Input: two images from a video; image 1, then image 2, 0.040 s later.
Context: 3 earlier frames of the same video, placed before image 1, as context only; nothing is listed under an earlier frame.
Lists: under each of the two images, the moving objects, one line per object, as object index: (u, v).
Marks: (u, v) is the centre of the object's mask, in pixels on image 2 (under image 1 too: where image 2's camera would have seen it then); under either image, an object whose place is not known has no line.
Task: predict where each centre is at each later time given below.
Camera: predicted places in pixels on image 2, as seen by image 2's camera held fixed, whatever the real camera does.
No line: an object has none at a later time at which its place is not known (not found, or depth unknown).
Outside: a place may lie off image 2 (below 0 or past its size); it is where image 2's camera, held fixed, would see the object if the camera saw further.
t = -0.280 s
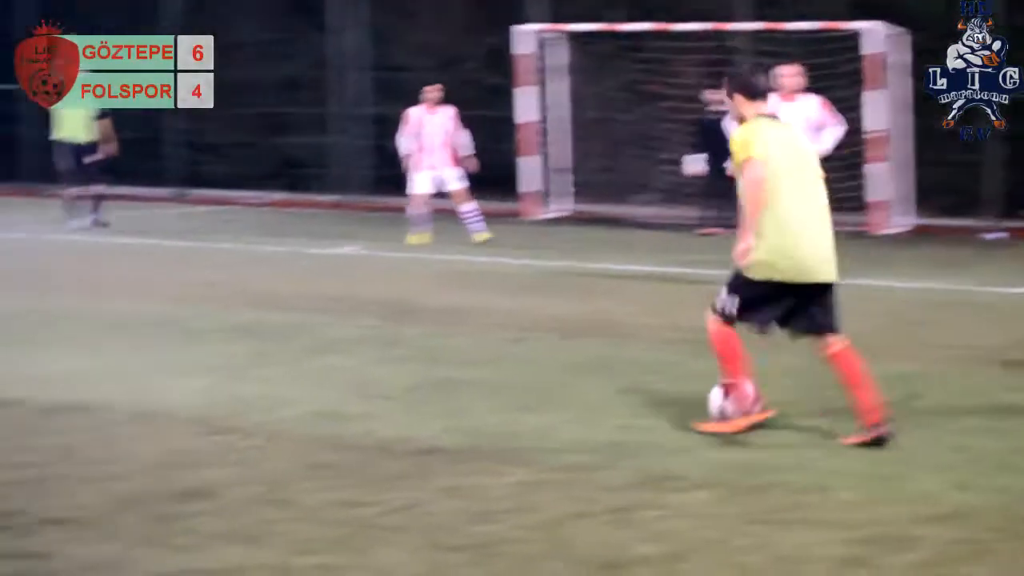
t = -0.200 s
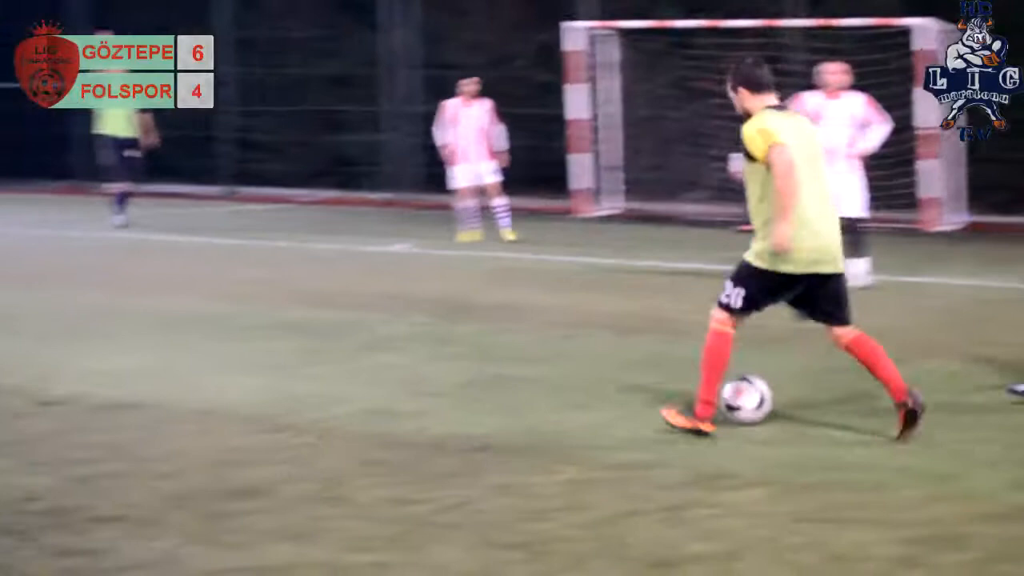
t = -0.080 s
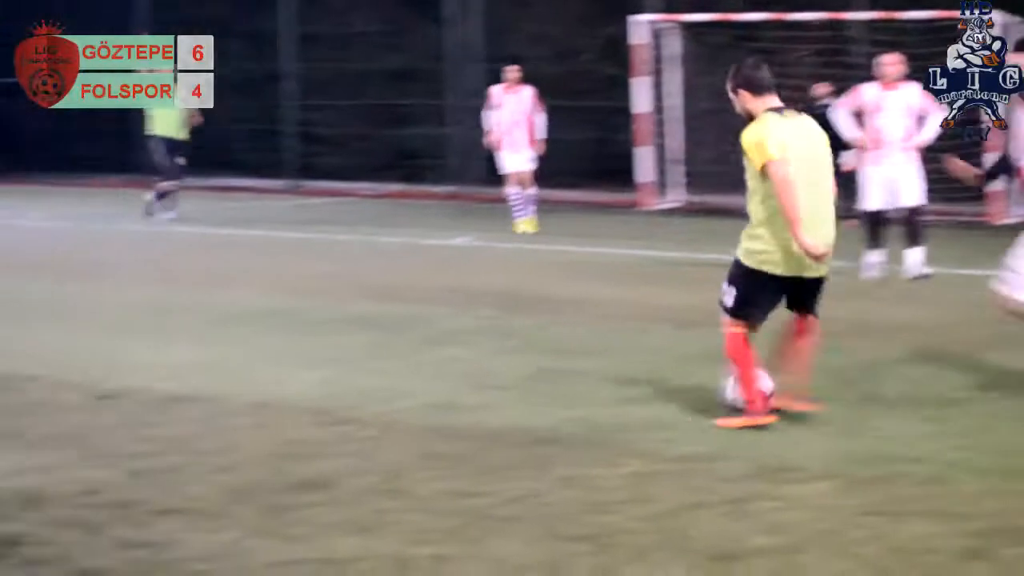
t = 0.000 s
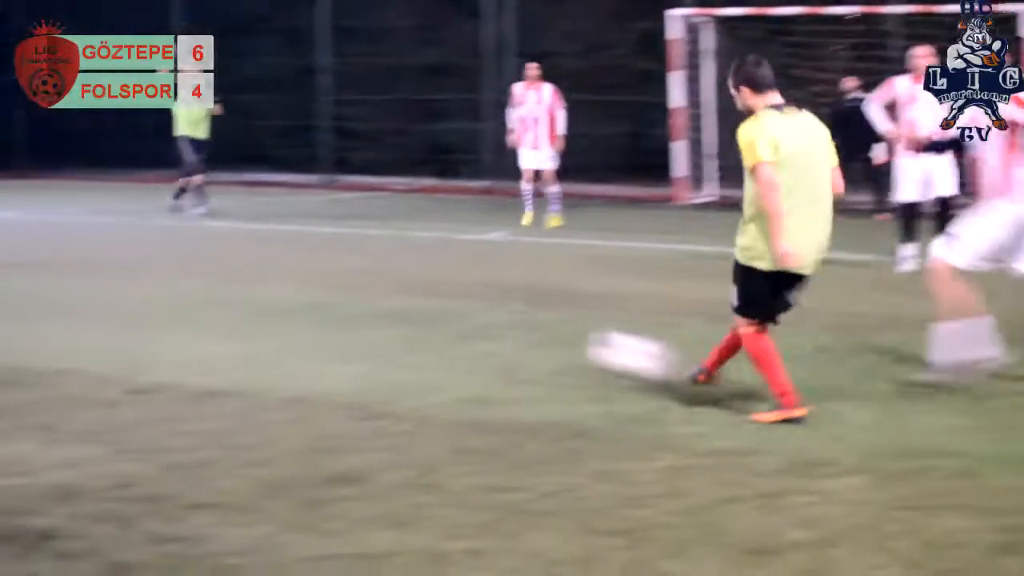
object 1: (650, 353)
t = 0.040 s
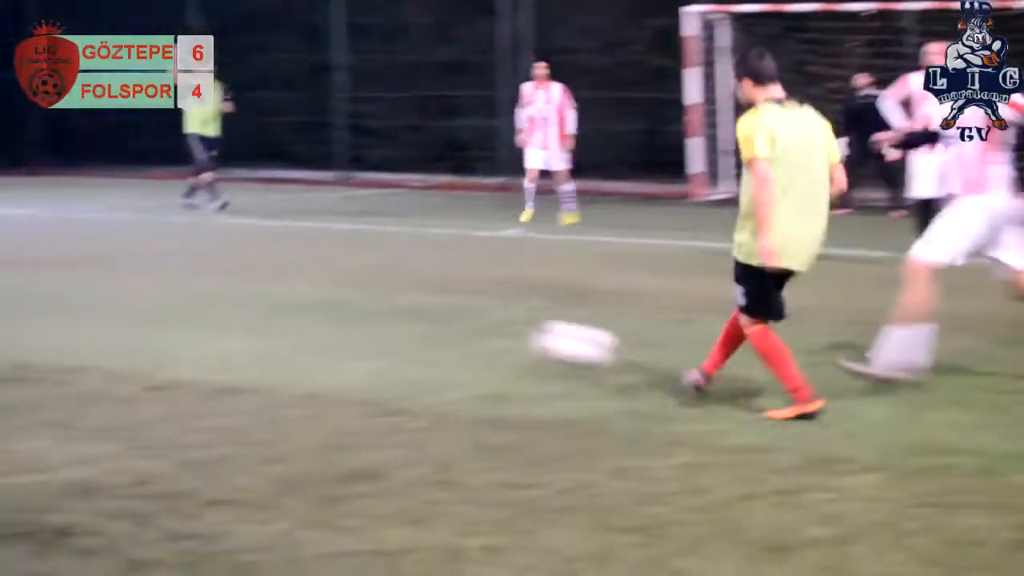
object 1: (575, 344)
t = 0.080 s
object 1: (503, 337)
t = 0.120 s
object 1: (435, 335)
